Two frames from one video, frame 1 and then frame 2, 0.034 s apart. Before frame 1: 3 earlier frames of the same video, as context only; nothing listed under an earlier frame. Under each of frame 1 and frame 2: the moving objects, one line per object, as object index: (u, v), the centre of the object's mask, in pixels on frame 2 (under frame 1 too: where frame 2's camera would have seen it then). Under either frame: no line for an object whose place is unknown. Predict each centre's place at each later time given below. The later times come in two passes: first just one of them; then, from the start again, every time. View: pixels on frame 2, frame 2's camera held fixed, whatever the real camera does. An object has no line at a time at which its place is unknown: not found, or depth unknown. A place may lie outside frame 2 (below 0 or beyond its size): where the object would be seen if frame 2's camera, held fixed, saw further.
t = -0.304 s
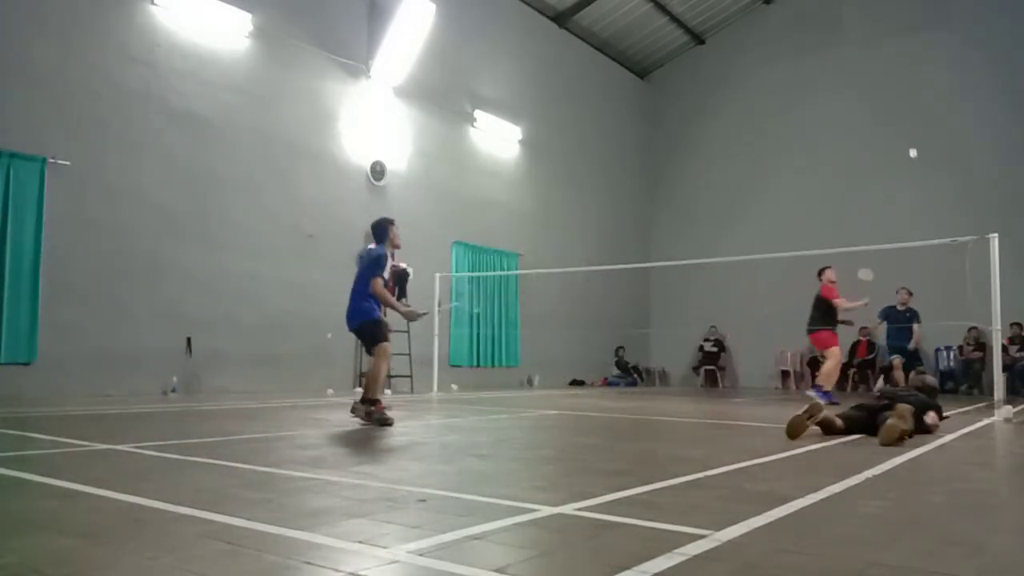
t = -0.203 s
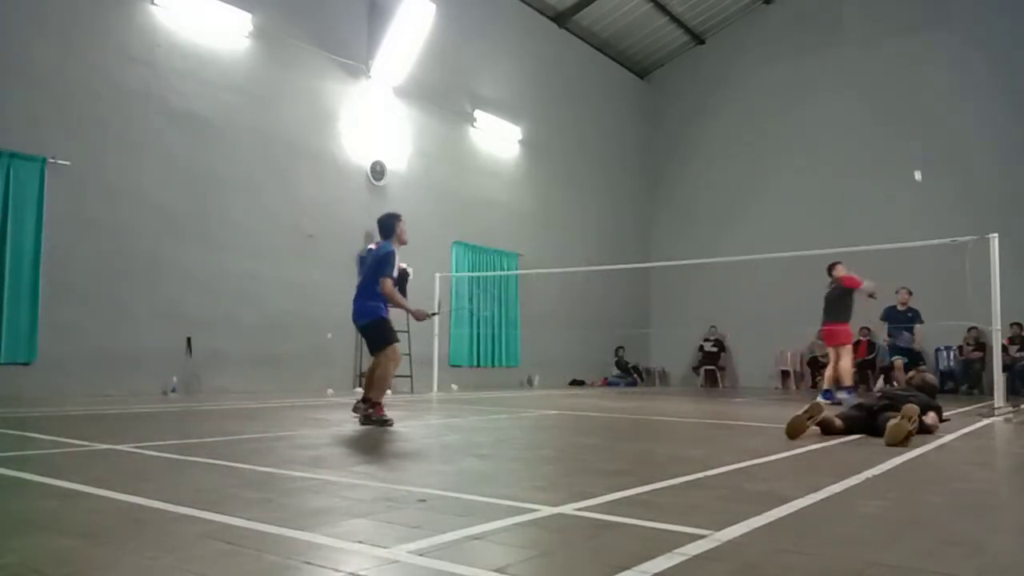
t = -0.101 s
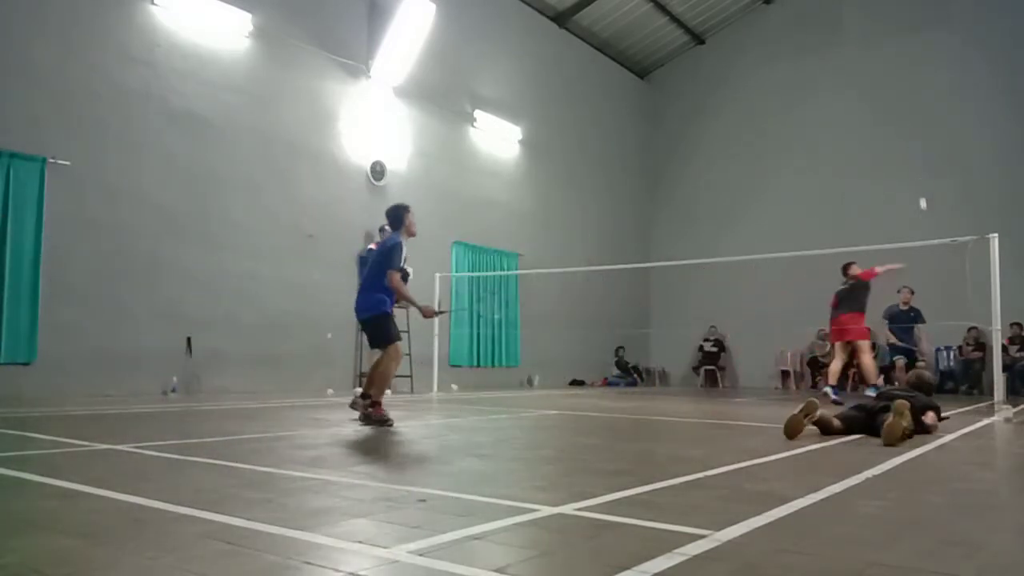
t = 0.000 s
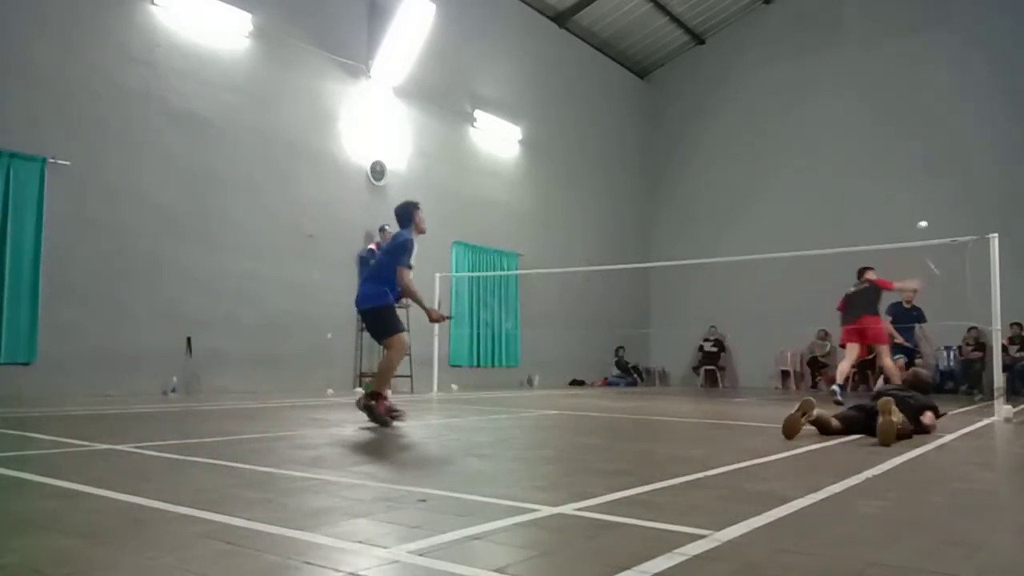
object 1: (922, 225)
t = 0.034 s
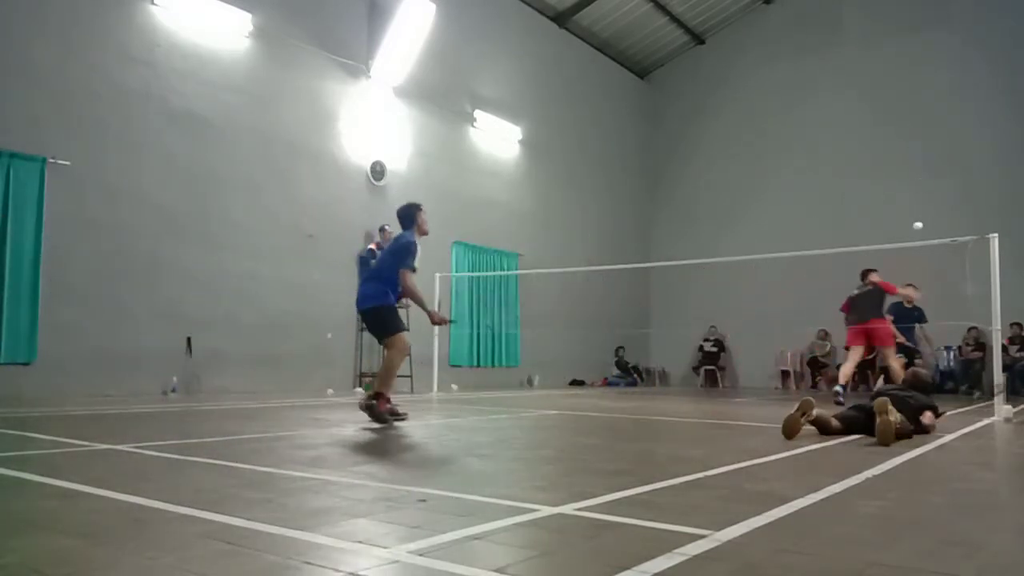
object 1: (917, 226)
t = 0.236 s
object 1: (892, 256)
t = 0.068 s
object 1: (913, 227)
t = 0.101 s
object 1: (909, 229)
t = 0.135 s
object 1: (905, 234)
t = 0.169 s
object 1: (901, 238)
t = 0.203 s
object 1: (897, 247)
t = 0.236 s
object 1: (892, 256)
